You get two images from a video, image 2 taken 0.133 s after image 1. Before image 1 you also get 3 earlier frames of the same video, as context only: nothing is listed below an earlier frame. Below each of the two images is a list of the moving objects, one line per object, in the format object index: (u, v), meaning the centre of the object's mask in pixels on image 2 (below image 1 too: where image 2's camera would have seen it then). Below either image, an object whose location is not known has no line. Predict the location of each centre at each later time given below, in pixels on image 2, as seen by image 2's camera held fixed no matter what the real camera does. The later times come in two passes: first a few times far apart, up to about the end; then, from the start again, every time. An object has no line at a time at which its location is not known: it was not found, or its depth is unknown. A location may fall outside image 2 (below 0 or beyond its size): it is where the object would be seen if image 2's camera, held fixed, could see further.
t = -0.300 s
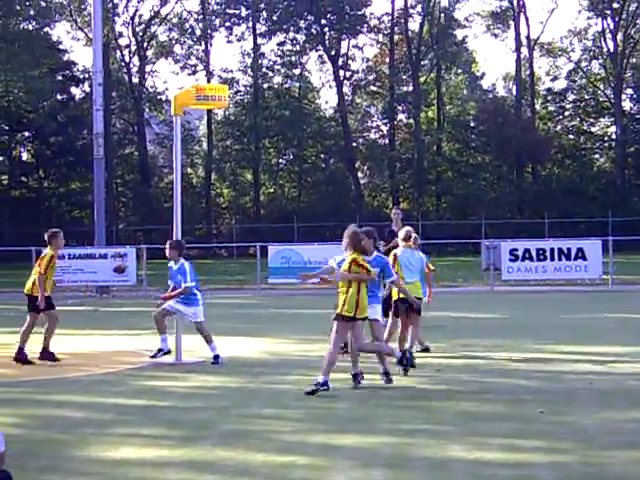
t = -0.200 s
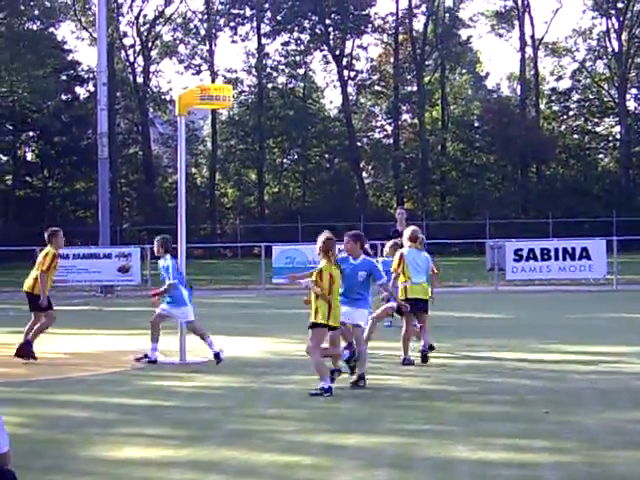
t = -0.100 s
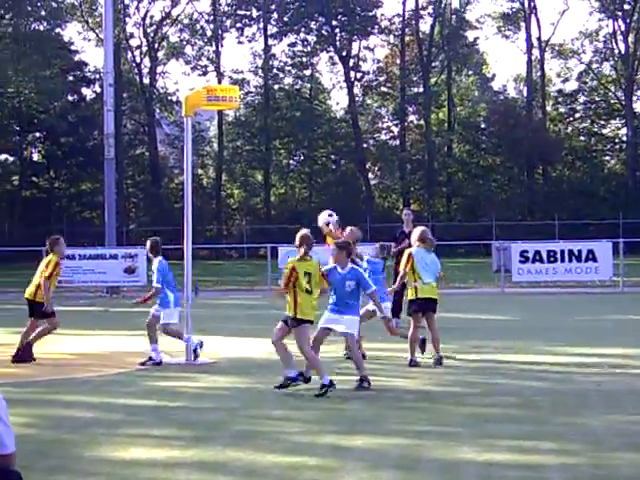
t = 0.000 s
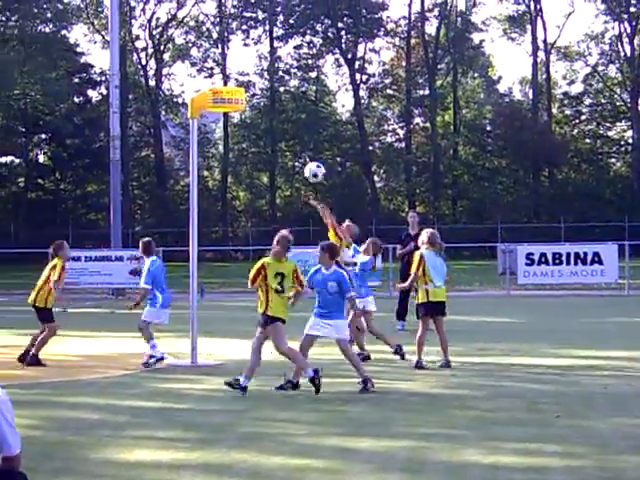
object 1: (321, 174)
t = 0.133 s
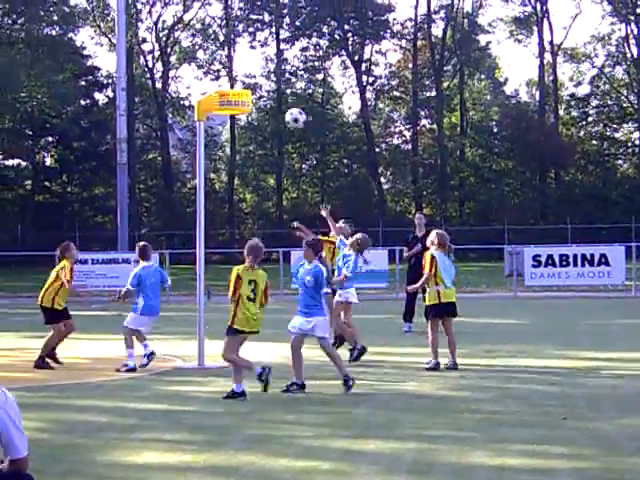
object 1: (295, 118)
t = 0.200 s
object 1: (282, 96)
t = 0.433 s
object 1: (237, 51)
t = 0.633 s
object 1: (200, 51)
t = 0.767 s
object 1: (175, 71)
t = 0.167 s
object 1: (289, 106)
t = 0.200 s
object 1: (282, 96)
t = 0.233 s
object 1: (278, 87)
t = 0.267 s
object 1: (271, 78)
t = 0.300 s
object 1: (265, 72)
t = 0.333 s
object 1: (258, 66)
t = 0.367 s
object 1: (252, 61)
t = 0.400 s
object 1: (244, 54)
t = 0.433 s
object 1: (237, 51)
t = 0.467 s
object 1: (232, 47)
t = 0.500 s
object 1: (225, 46)
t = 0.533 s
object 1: (220, 46)
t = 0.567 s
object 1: (213, 46)
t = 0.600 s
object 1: (206, 49)
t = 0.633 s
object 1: (200, 51)
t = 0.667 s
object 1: (192, 52)
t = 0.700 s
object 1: (187, 58)
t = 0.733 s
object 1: (181, 62)
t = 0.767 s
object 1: (175, 71)
